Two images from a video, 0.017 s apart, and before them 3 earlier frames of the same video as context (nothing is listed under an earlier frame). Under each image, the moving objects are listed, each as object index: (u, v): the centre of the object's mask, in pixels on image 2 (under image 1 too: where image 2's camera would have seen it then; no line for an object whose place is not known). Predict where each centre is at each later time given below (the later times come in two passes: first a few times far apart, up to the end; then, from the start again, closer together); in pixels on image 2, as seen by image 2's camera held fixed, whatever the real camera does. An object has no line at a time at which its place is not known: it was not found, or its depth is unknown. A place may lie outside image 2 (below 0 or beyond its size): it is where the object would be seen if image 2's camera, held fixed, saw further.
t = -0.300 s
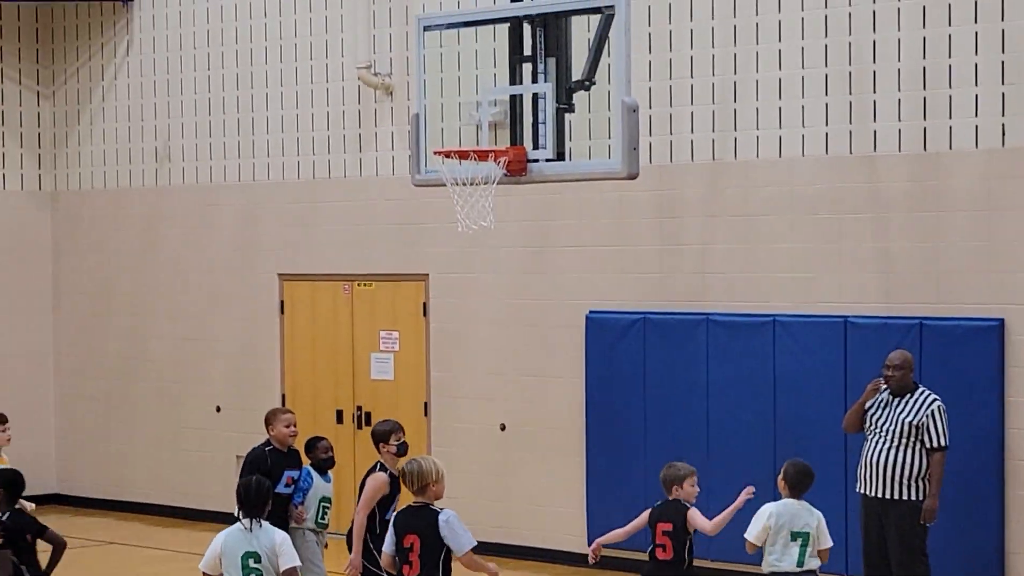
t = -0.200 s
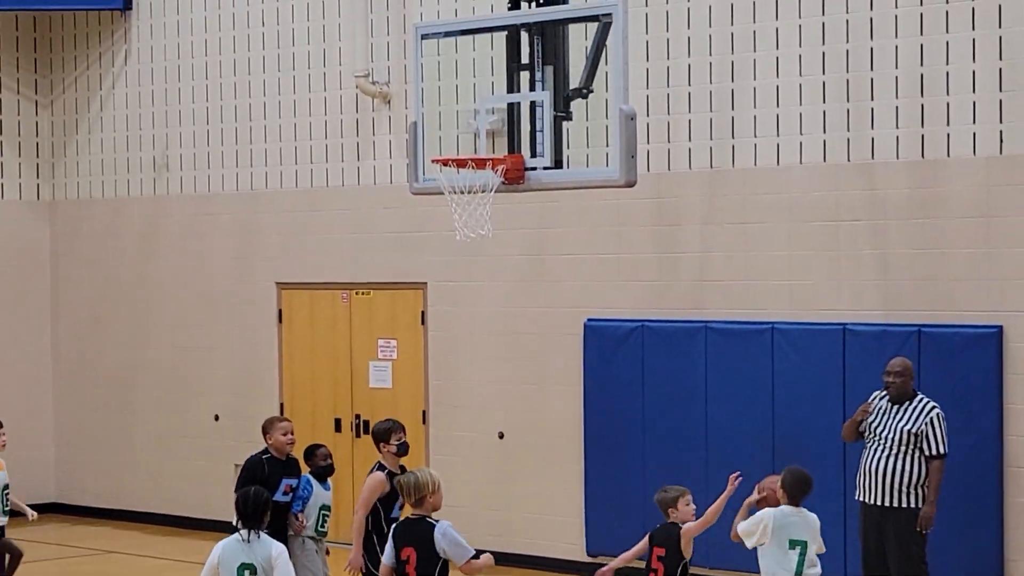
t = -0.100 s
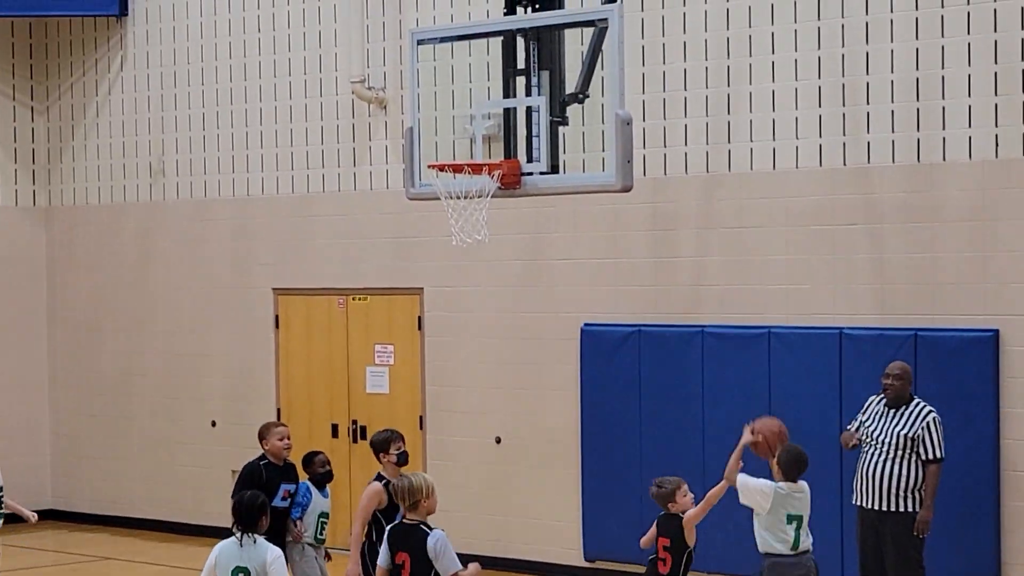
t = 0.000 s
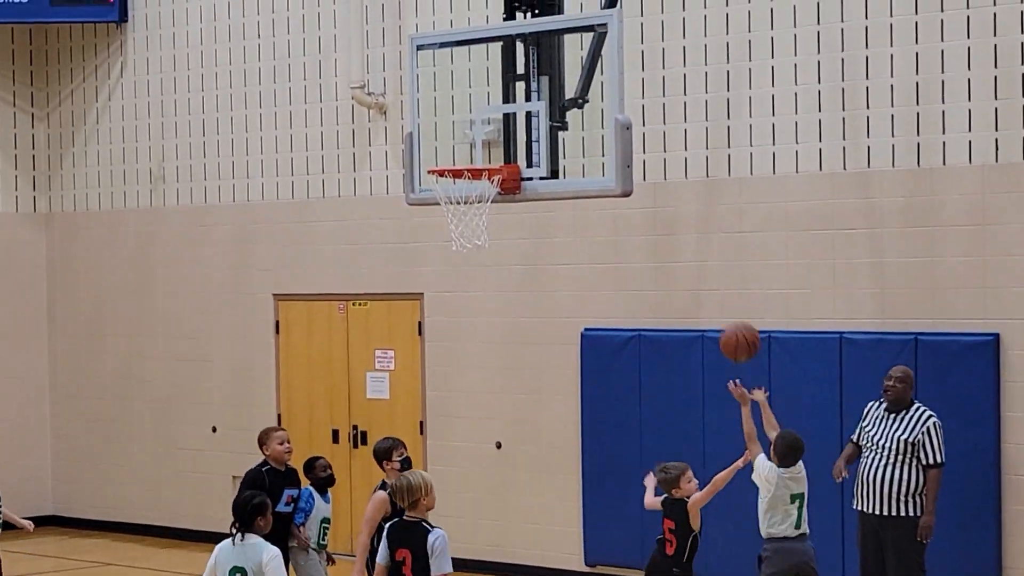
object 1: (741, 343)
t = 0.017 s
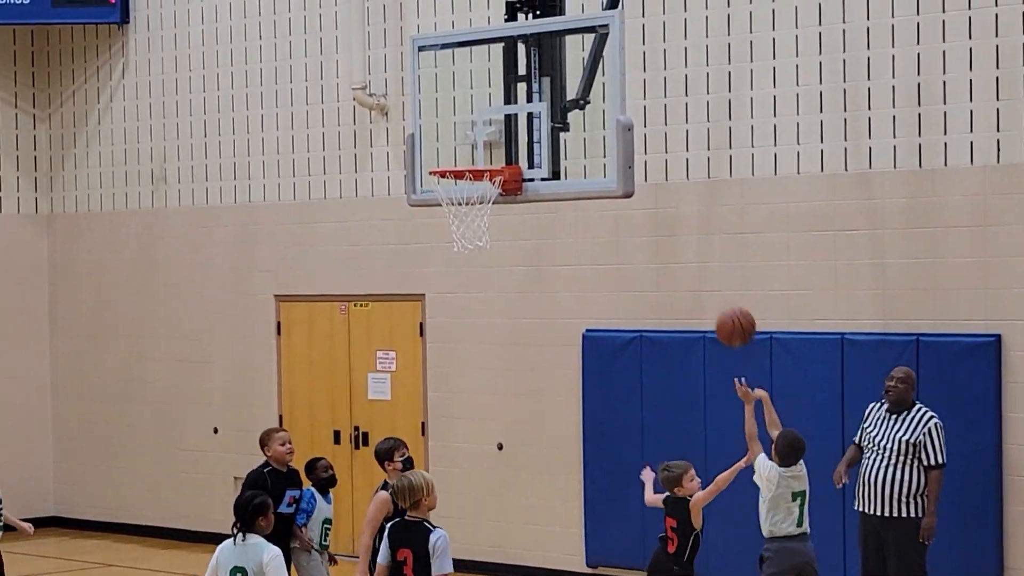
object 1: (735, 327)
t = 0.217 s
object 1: (667, 183)
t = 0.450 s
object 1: (597, 114)
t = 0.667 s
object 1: (538, 134)
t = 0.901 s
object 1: (580, 177)
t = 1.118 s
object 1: (601, 234)
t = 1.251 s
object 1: (616, 311)
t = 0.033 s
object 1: (729, 311)
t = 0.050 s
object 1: (724, 297)
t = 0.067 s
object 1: (718, 283)
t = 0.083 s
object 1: (712, 270)
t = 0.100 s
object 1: (706, 257)
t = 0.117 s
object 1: (701, 245)
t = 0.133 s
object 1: (695, 233)
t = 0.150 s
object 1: (689, 223)
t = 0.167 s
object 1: (684, 212)
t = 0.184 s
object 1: (678, 202)
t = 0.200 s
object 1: (673, 192)
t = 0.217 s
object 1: (667, 183)
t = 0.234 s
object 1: (662, 175)
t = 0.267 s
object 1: (651, 160)
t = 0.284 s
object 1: (646, 153)
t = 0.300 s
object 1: (641, 147)
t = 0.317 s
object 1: (636, 141)
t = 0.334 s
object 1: (630, 136)
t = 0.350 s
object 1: (626, 132)
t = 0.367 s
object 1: (621, 128)
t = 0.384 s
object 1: (616, 124)
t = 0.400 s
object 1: (611, 121)
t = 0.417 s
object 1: (606, 118)
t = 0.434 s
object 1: (602, 116)
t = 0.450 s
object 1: (597, 114)
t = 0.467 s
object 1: (592, 113)
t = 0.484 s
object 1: (587, 112)
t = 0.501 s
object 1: (582, 112)
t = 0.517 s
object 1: (578, 112)
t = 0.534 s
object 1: (573, 113)
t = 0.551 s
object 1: (569, 114)
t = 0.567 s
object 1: (564, 115)
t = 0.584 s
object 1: (560, 117)
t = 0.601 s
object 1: (555, 120)
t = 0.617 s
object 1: (551, 123)
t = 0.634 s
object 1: (546, 126)
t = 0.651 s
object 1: (542, 130)
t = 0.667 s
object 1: (538, 134)
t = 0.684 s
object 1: (533, 138)
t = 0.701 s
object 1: (529, 143)
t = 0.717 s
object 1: (524, 149)
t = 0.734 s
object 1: (521, 155)
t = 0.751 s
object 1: (516, 161)
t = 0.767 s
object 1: (520, 163)
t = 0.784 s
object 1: (527, 163)
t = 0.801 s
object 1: (535, 164)
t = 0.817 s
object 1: (543, 165)
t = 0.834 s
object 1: (550, 166)
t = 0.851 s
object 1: (557, 168)
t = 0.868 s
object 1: (565, 170)
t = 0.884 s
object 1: (572, 173)
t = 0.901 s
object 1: (580, 177)
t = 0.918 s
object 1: (581, 178)
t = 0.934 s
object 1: (583, 180)
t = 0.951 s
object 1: (584, 183)
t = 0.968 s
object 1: (586, 186)
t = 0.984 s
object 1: (588, 189)
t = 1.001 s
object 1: (589, 193)
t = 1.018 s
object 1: (591, 198)
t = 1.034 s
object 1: (592, 202)
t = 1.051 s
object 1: (594, 208)
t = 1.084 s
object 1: (598, 220)
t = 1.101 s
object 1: (600, 227)
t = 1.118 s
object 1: (601, 234)
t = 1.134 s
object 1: (603, 242)
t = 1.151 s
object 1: (605, 250)
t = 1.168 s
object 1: (607, 259)
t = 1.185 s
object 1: (608, 268)
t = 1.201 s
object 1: (610, 278)
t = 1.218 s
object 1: (612, 289)
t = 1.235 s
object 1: (614, 299)
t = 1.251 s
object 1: (616, 311)
